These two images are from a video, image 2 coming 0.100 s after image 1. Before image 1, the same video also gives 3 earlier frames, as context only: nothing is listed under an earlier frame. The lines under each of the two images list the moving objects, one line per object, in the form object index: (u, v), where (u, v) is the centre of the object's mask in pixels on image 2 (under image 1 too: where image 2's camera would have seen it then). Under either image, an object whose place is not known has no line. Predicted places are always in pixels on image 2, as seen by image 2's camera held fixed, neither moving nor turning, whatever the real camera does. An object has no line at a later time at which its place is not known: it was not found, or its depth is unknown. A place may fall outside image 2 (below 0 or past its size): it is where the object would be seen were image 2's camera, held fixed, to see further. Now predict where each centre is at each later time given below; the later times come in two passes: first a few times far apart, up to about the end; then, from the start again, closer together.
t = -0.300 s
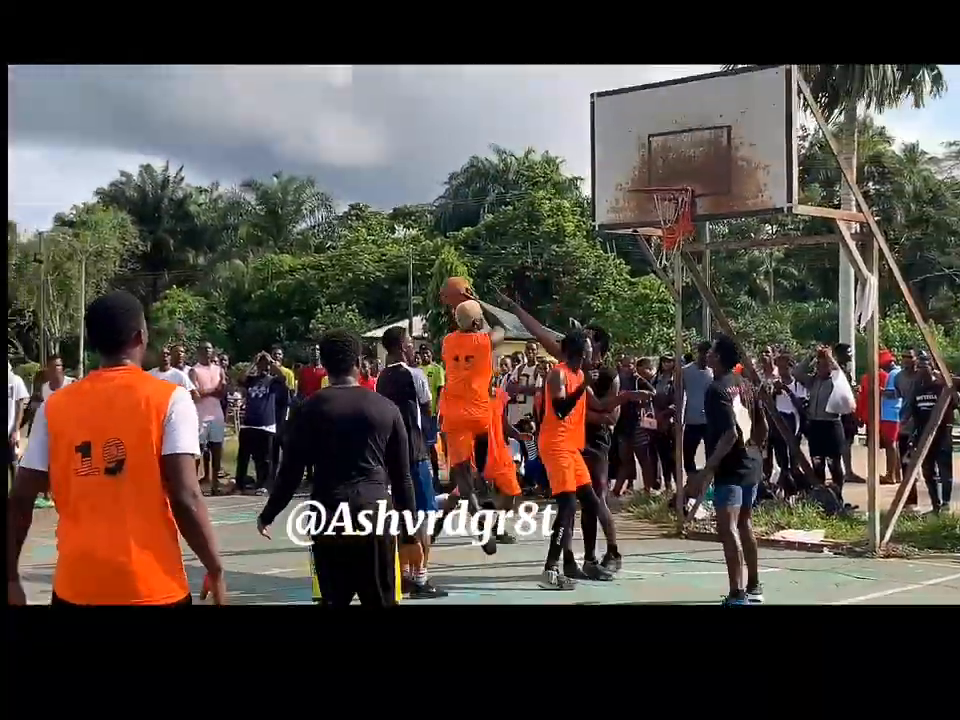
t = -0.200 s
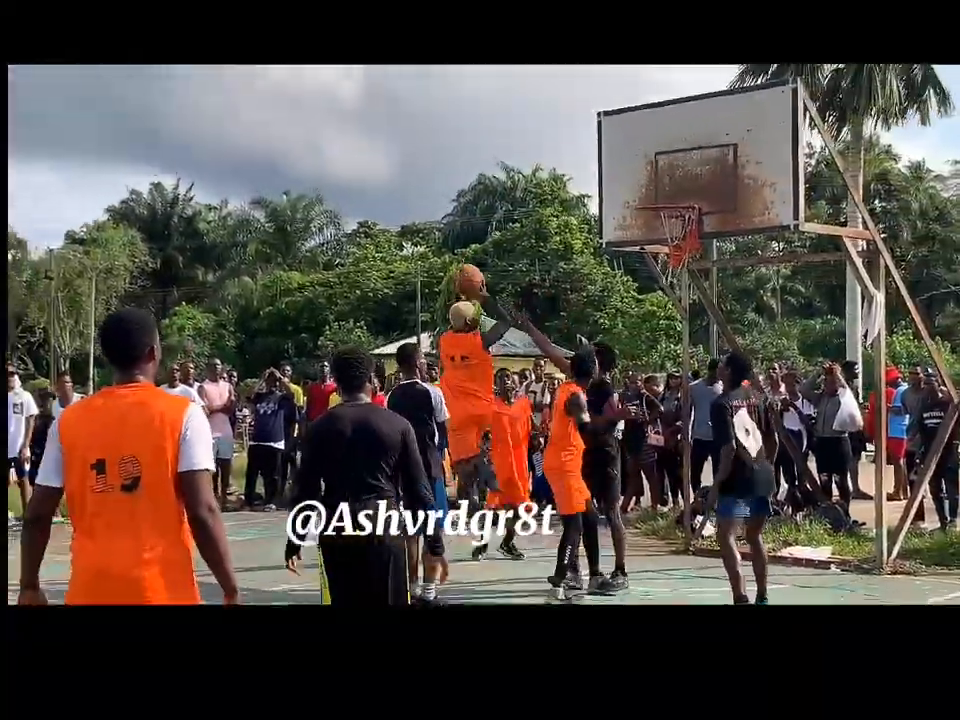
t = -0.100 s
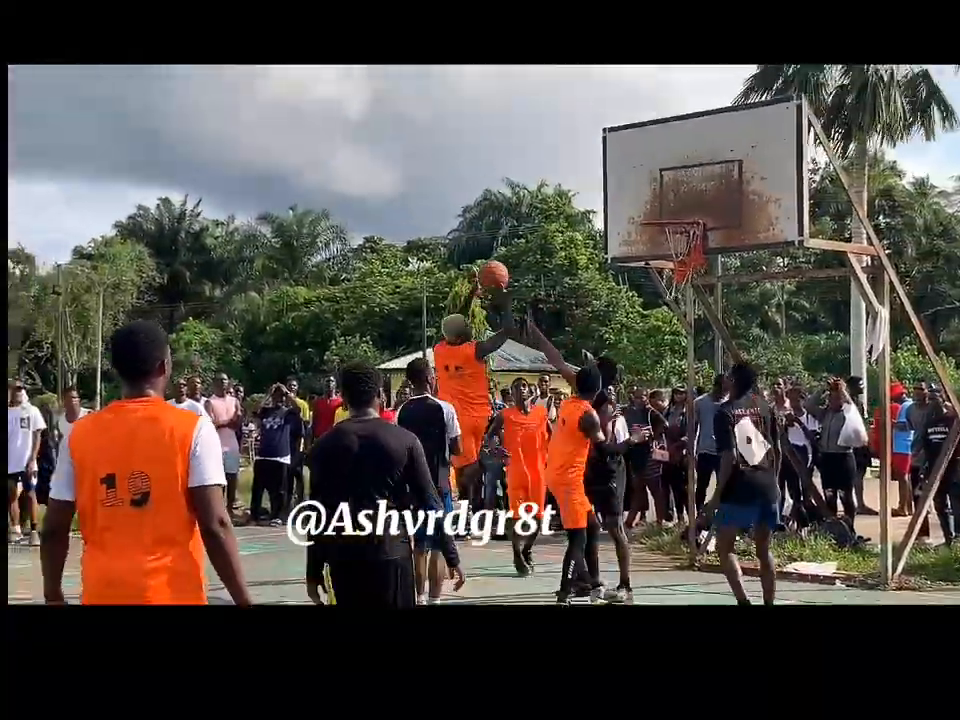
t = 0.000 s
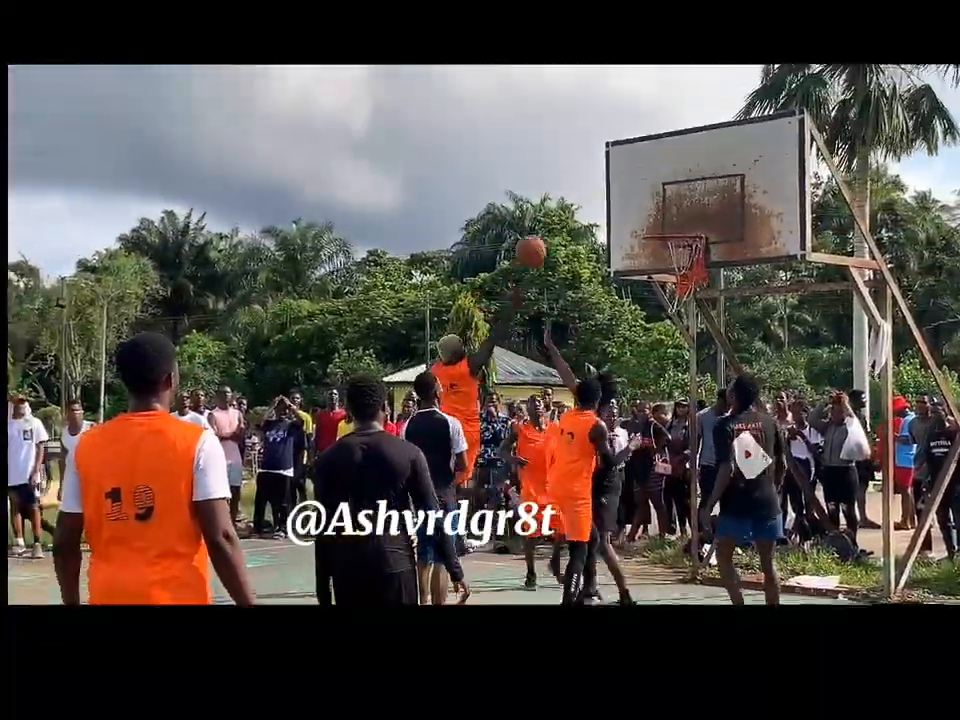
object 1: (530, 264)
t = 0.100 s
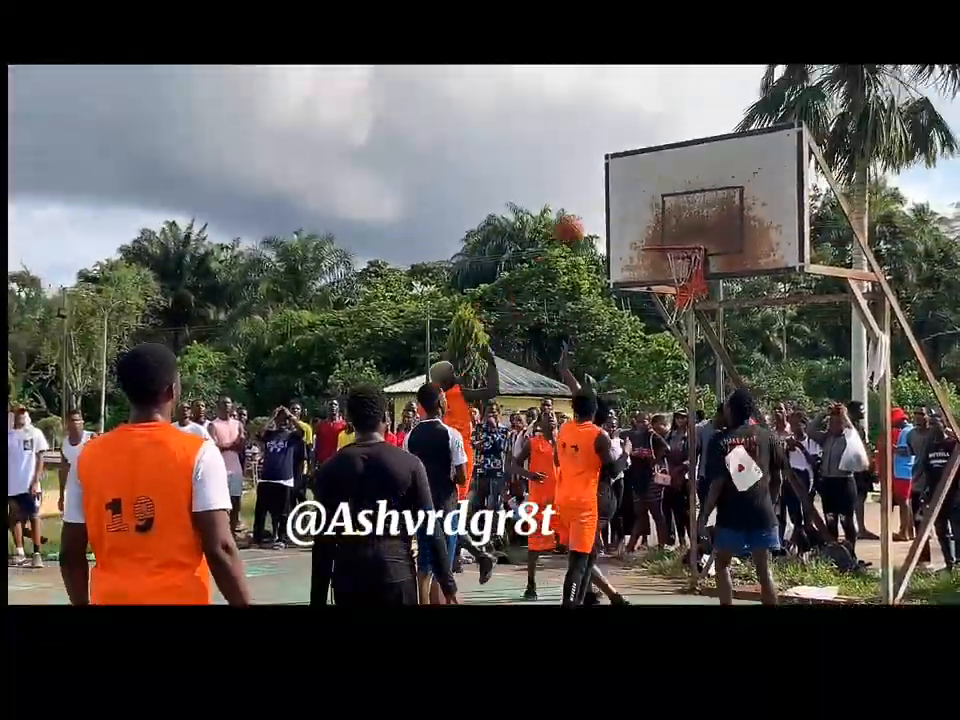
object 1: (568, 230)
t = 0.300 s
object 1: (640, 205)
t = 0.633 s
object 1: (669, 237)
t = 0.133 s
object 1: (580, 223)
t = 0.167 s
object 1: (592, 217)
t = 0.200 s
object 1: (604, 212)
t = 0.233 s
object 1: (617, 208)
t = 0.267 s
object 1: (628, 206)
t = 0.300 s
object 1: (640, 205)
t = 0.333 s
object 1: (652, 205)
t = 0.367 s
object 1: (661, 207)
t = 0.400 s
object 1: (674, 211)
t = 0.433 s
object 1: (687, 215)
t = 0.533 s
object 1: (693, 229)
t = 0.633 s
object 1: (669, 237)
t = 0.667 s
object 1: (665, 237)
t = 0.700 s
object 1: (652, 233)
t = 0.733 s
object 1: (648, 232)
